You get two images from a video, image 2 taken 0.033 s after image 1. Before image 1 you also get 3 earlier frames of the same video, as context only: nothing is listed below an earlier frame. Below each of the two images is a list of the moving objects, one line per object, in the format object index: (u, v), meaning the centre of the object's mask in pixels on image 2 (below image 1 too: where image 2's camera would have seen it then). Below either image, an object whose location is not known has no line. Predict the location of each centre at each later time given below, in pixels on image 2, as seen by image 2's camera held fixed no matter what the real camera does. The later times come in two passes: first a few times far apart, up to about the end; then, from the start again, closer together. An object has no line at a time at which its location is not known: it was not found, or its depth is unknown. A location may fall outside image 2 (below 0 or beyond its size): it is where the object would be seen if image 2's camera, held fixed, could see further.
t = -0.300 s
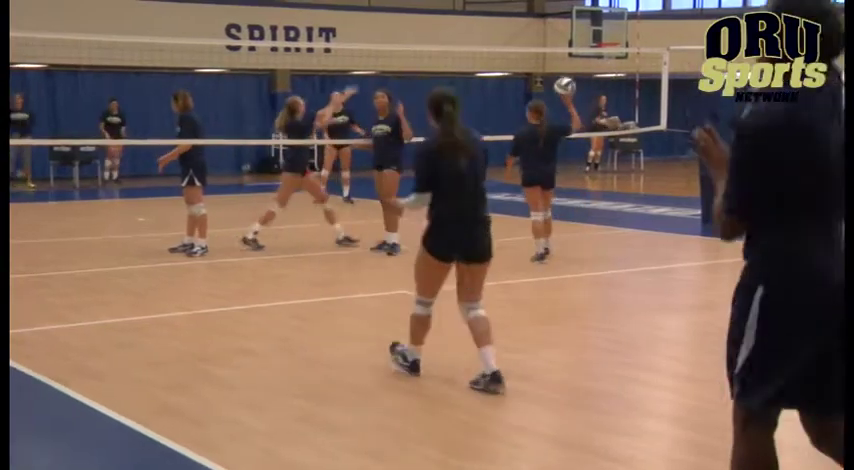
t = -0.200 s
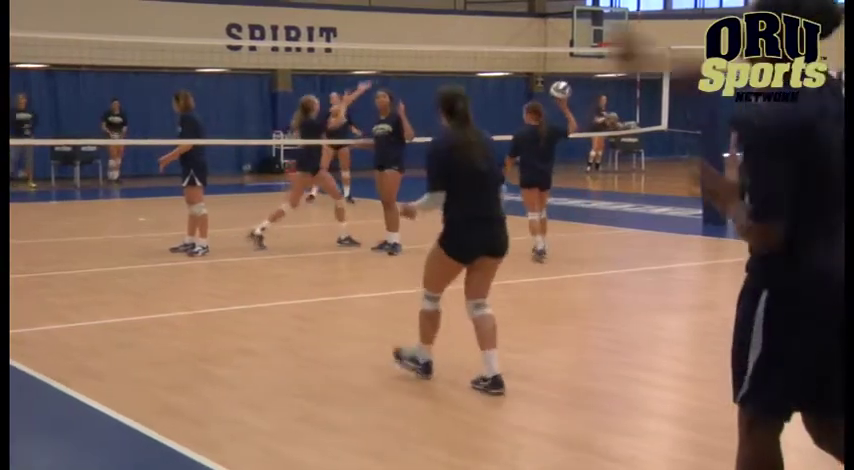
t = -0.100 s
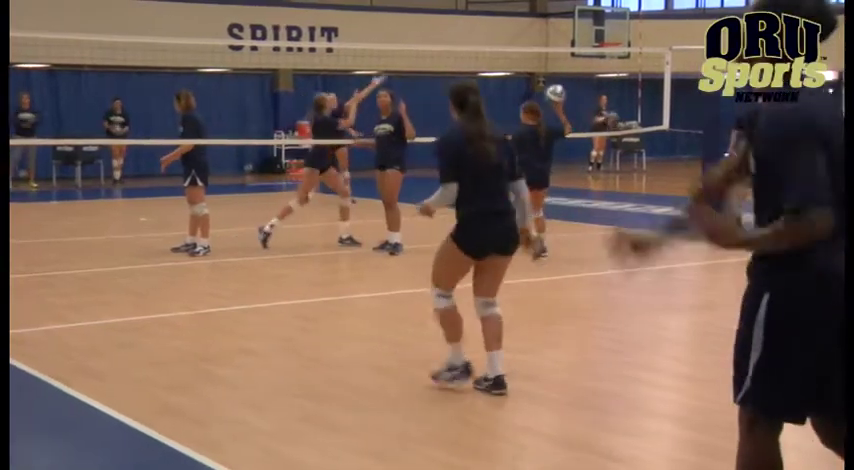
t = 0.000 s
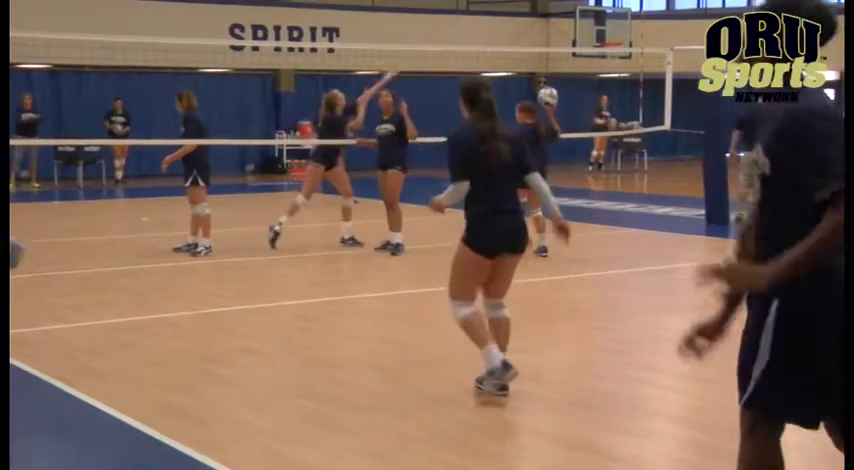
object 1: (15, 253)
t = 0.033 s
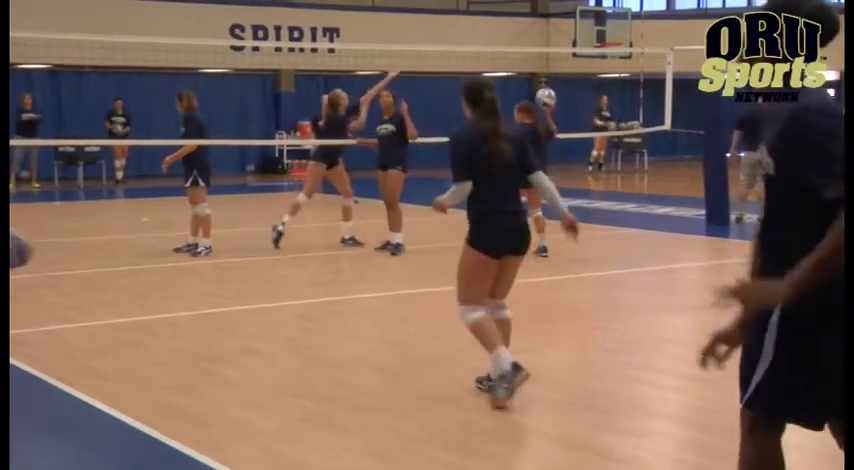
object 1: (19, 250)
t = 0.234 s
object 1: (80, 268)
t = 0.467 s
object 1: (169, 397)
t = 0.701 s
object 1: (267, 360)
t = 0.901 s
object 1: (364, 362)
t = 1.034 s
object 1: (437, 422)
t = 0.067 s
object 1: (25, 246)
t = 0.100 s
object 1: (33, 246)
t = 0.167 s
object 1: (55, 251)
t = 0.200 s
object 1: (67, 258)
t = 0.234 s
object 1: (80, 268)
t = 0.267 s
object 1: (92, 277)
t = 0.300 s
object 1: (104, 291)
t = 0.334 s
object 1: (117, 306)
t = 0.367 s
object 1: (130, 324)
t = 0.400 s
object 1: (143, 347)
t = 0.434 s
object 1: (155, 371)
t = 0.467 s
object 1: (169, 397)
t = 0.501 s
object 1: (182, 426)
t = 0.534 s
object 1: (196, 425)
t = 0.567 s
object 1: (210, 408)
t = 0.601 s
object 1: (224, 394)
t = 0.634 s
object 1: (238, 380)
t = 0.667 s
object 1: (253, 369)
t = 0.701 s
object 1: (267, 360)
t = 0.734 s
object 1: (283, 354)
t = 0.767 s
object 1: (298, 350)
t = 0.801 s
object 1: (314, 349)
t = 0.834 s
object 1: (331, 351)
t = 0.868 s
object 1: (347, 355)
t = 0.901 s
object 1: (364, 362)
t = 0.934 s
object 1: (382, 373)
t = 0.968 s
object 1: (400, 386)
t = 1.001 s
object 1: (418, 402)
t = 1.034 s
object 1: (437, 422)
